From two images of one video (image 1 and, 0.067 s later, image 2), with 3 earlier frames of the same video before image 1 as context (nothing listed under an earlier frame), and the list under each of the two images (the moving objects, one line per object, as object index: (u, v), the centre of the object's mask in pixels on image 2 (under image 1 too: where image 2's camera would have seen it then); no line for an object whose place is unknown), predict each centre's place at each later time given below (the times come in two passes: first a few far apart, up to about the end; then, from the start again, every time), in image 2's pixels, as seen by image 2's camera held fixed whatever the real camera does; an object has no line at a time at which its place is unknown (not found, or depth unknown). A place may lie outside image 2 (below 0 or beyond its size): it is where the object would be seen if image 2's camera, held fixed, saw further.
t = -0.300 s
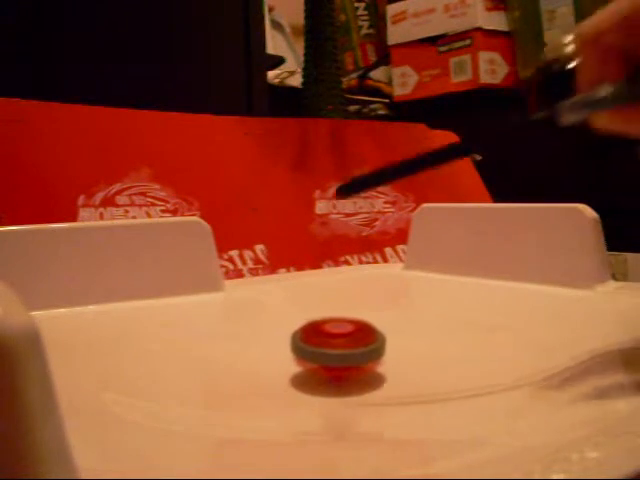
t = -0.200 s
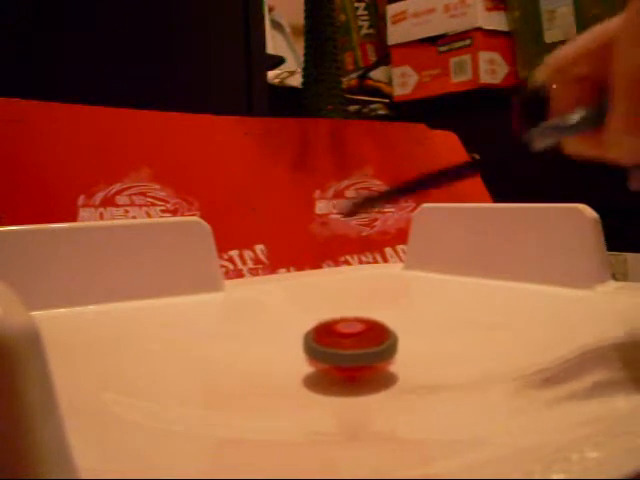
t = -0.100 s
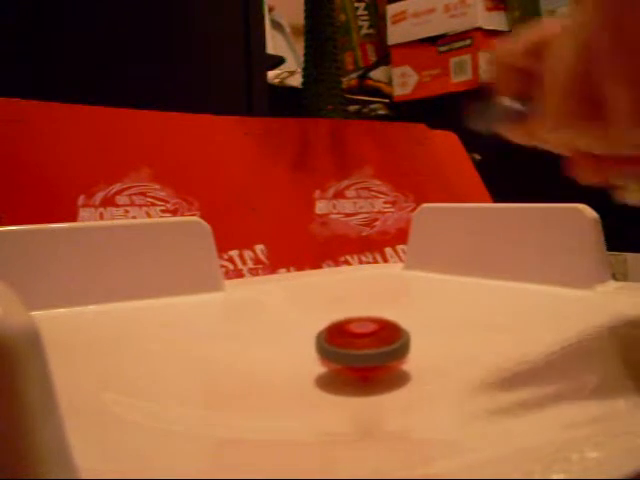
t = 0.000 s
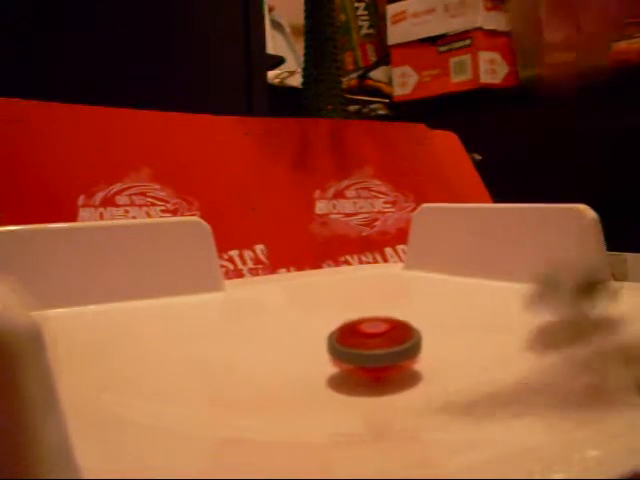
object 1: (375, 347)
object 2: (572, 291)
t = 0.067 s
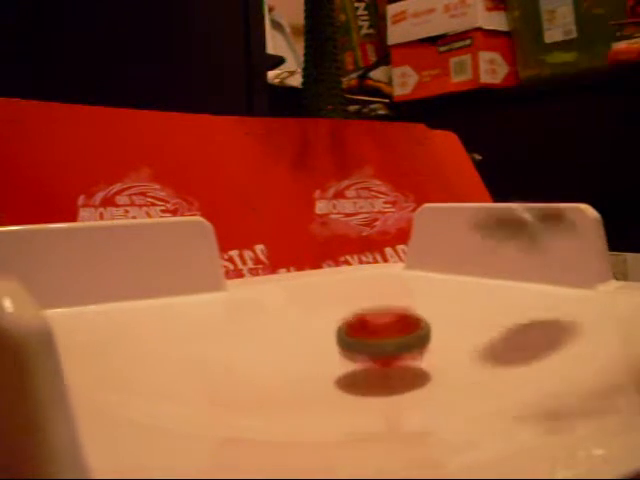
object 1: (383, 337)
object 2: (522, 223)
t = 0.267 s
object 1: (331, 361)
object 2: (437, 316)
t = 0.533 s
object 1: (265, 386)
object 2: (350, 348)
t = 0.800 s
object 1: (510, 362)
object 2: (296, 377)
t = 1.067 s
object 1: (527, 316)
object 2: (345, 379)
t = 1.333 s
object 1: (412, 323)
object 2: (384, 376)
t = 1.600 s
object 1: (348, 348)
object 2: (407, 378)
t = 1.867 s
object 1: (277, 355)
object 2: (469, 377)
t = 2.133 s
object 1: (258, 372)
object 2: (484, 372)
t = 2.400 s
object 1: (288, 381)
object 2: (462, 374)
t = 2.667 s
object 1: (324, 383)
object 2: (434, 376)
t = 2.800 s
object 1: (316, 382)
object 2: (429, 374)
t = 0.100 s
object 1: (387, 343)
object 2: (497, 210)
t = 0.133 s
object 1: (389, 346)
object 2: (475, 220)
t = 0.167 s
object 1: (391, 349)
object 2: (451, 253)
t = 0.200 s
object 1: (391, 351)
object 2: (427, 303)
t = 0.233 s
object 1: (362, 349)
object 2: (430, 297)
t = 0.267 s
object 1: (331, 361)
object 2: (437, 316)
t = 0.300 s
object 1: (301, 365)
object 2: (436, 315)
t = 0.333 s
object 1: (273, 375)
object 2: (432, 312)
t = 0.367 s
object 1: (251, 375)
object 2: (425, 318)
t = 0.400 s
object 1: (236, 376)
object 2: (414, 321)
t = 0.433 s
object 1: (230, 378)
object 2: (401, 328)
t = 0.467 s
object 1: (233, 380)
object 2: (384, 335)
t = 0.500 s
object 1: (244, 383)
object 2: (366, 343)
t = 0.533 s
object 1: (265, 386)
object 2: (350, 348)
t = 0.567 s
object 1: (297, 388)
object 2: (339, 345)
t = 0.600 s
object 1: (330, 389)
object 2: (308, 342)
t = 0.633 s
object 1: (369, 387)
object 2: (292, 363)
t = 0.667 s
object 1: (403, 385)
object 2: (292, 370)
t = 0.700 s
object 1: (434, 381)
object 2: (287, 373)
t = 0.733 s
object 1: (463, 376)
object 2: (287, 375)
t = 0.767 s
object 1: (489, 369)
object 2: (291, 377)
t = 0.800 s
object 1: (510, 362)
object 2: (296, 377)
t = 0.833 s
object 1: (528, 355)
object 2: (302, 378)
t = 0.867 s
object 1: (541, 347)
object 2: (309, 379)
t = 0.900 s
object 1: (550, 340)
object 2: (315, 379)
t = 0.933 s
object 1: (554, 333)
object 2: (321, 379)
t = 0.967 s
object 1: (553, 326)
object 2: (327, 379)
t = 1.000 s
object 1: (548, 322)
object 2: (333, 380)
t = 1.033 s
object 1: (539, 318)
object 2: (339, 380)
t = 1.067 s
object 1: (527, 316)
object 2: (345, 379)
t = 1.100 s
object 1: (512, 313)
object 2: (350, 379)
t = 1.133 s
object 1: (496, 316)
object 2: (356, 379)
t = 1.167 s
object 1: (480, 317)
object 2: (361, 378)
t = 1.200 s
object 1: (464, 320)
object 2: (366, 378)
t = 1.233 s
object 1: (448, 323)
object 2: (371, 378)
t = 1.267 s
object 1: (436, 325)
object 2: (375, 377)
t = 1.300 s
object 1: (423, 322)
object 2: (379, 377)
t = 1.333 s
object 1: (412, 323)
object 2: (384, 376)
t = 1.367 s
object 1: (403, 325)
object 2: (387, 376)
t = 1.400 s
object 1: (393, 327)
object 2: (391, 376)
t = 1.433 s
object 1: (385, 327)
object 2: (393, 377)
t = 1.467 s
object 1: (377, 329)
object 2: (395, 379)
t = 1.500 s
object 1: (369, 333)
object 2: (397, 379)
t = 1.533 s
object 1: (362, 335)
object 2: (401, 379)
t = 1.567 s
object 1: (354, 343)
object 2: (404, 378)
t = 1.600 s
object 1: (348, 348)
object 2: (407, 378)
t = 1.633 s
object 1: (345, 347)
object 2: (411, 378)
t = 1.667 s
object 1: (338, 352)
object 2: (416, 378)
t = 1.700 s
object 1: (324, 349)
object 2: (433, 379)
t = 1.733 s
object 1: (311, 347)
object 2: (446, 379)
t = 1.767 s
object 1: (300, 348)
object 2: (454, 380)
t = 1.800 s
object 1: (292, 348)
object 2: (459, 379)
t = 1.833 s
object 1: (285, 350)
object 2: (464, 378)
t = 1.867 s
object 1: (277, 355)
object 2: (469, 377)
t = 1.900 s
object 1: (271, 356)
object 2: (472, 376)
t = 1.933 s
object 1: (265, 360)
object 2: (476, 376)
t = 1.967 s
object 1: (262, 361)
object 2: (479, 375)
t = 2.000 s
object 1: (259, 364)
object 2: (481, 374)
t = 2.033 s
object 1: (258, 366)
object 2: (483, 374)
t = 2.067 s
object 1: (257, 367)
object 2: (484, 373)
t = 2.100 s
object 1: (257, 370)
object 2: (484, 373)
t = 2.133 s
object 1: (258, 372)
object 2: (484, 372)
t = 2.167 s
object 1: (260, 373)
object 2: (483, 372)
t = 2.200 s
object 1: (262, 375)
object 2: (482, 372)
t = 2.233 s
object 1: (265, 376)
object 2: (480, 372)
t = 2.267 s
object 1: (269, 377)
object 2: (477, 372)
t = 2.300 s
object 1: (273, 378)
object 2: (474, 372)
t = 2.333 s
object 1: (278, 380)
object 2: (471, 373)
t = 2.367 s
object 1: (283, 380)
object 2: (467, 373)
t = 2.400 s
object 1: (288, 381)
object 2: (462, 374)
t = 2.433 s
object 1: (294, 382)
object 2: (458, 374)
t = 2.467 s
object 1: (300, 383)
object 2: (454, 375)
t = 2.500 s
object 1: (306, 383)
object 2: (449, 375)
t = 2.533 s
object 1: (313, 383)
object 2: (445, 376)
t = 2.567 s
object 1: (319, 383)
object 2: (440, 376)
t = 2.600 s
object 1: (324, 383)
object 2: (436, 377)
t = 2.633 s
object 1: (328, 383)
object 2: (433, 378)
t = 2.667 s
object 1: (324, 383)
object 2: (434, 376)
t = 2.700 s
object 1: (321, 383)
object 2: (433, 376)
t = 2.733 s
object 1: (323, 382)
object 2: (430, 375)
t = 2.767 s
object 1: (326, 382)
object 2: (426, 376)
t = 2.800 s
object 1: (316, 382)
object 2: (429, 374)
